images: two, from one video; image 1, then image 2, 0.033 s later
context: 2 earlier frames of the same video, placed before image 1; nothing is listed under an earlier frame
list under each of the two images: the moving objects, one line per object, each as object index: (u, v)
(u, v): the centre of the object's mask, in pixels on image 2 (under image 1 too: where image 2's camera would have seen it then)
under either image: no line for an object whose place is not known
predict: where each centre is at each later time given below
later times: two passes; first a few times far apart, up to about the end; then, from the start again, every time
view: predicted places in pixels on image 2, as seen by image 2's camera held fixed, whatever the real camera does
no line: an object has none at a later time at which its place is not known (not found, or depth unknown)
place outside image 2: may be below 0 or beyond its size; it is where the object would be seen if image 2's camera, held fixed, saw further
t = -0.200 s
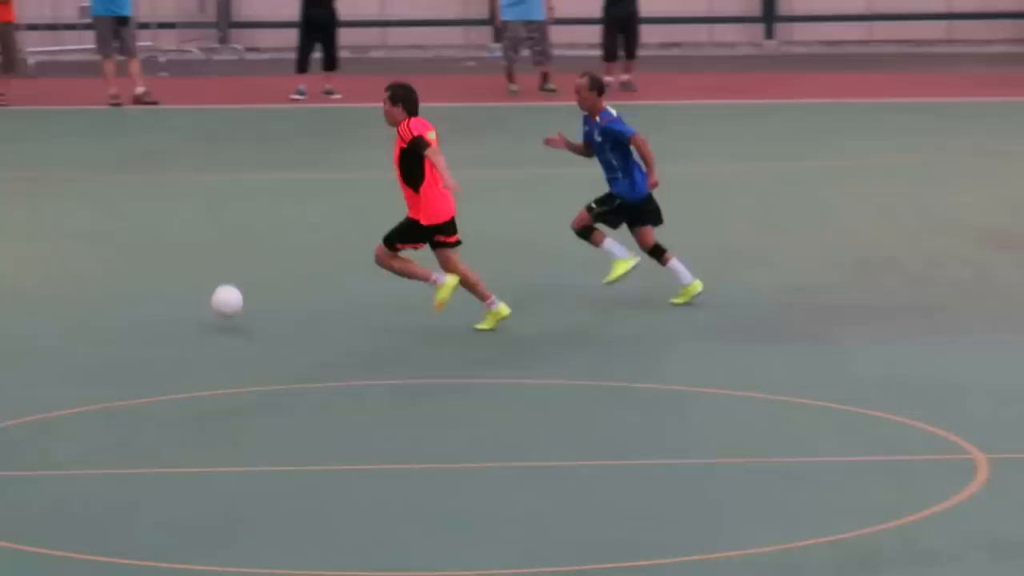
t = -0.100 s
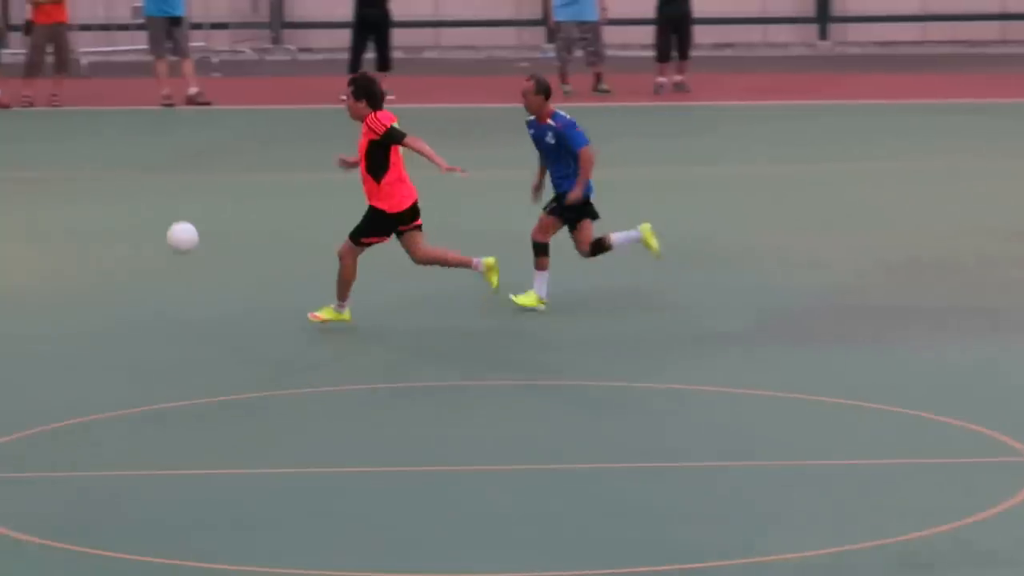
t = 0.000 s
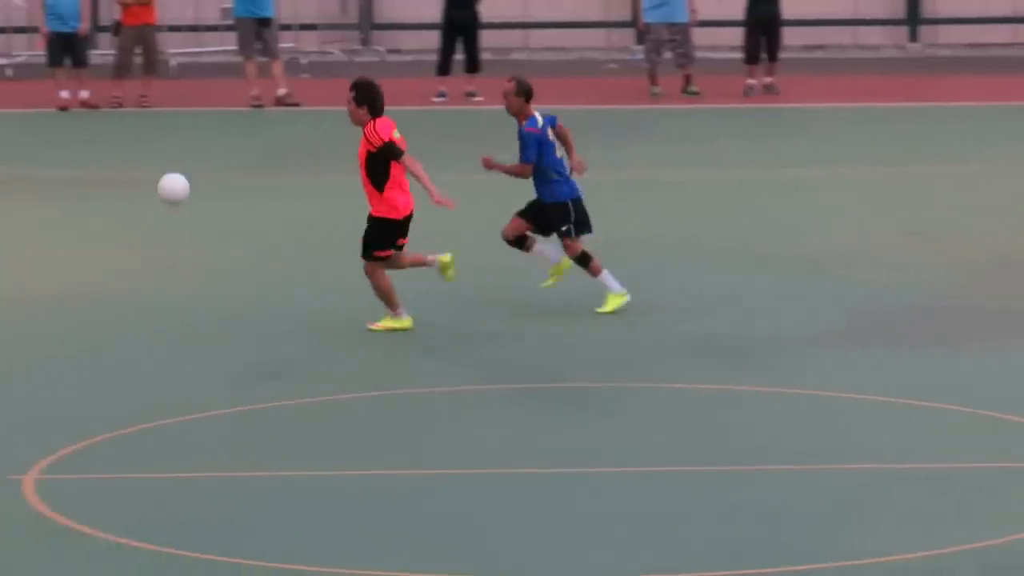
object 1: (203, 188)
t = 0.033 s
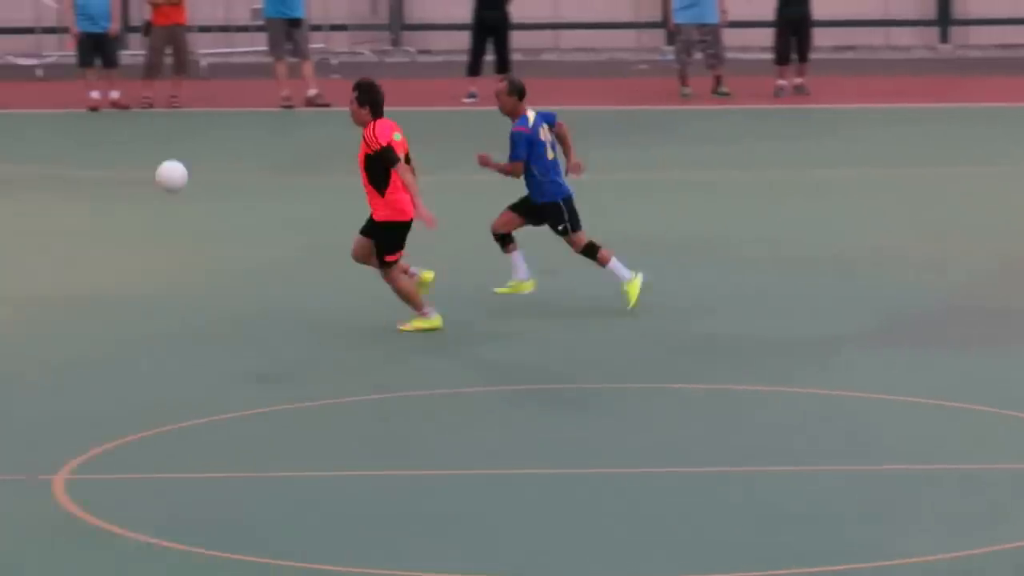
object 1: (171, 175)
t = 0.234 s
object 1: (-28, 136)
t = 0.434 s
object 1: (-229, 161)
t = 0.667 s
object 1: (-462, 284)
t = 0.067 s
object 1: (139, 164)
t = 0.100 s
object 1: (106, 155)
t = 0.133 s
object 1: (73, 148)
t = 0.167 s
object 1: (40, 142)
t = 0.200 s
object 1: (6, 138)
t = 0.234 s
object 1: (-28, 136)
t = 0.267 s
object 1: (-61, 136)
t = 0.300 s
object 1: (-95, 137)
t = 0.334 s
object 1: (-128, 140)
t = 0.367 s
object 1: (-162, 145)
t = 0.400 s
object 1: (-195, 152)
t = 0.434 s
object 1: (-229, 161)
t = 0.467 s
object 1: (-262, 172)
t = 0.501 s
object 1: (-295, 186)
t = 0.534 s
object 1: (-329, 201)
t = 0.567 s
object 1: (-361, 218)
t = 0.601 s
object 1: (-395, 238)
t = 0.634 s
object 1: (-428, 260)
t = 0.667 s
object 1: (-462, 284)
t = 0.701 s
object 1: (-496, 310)
